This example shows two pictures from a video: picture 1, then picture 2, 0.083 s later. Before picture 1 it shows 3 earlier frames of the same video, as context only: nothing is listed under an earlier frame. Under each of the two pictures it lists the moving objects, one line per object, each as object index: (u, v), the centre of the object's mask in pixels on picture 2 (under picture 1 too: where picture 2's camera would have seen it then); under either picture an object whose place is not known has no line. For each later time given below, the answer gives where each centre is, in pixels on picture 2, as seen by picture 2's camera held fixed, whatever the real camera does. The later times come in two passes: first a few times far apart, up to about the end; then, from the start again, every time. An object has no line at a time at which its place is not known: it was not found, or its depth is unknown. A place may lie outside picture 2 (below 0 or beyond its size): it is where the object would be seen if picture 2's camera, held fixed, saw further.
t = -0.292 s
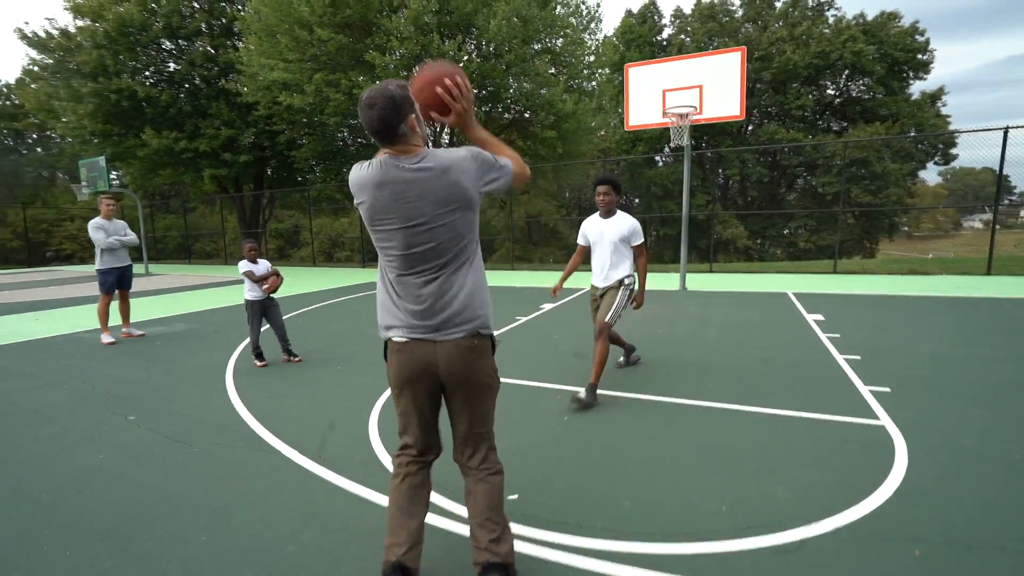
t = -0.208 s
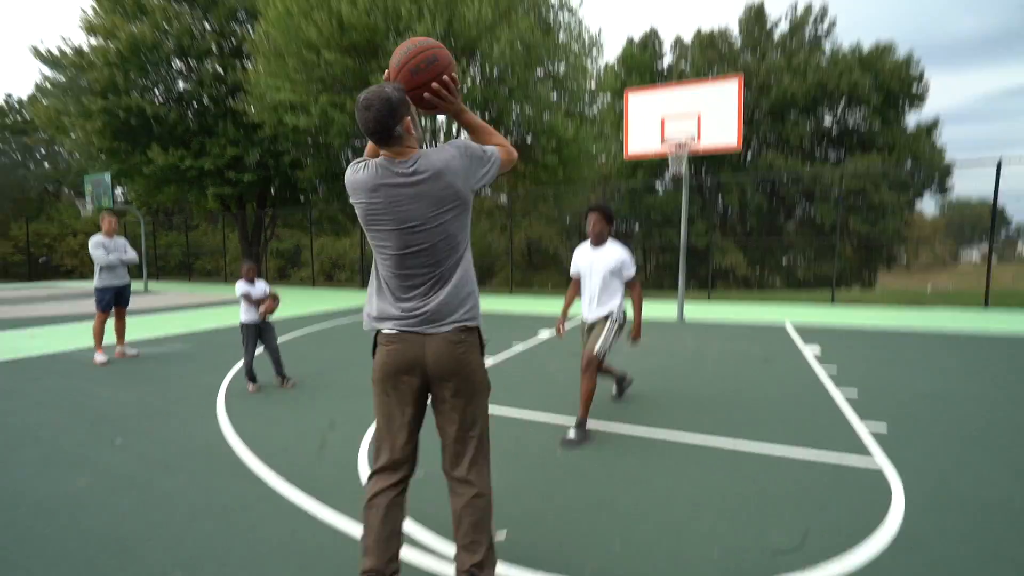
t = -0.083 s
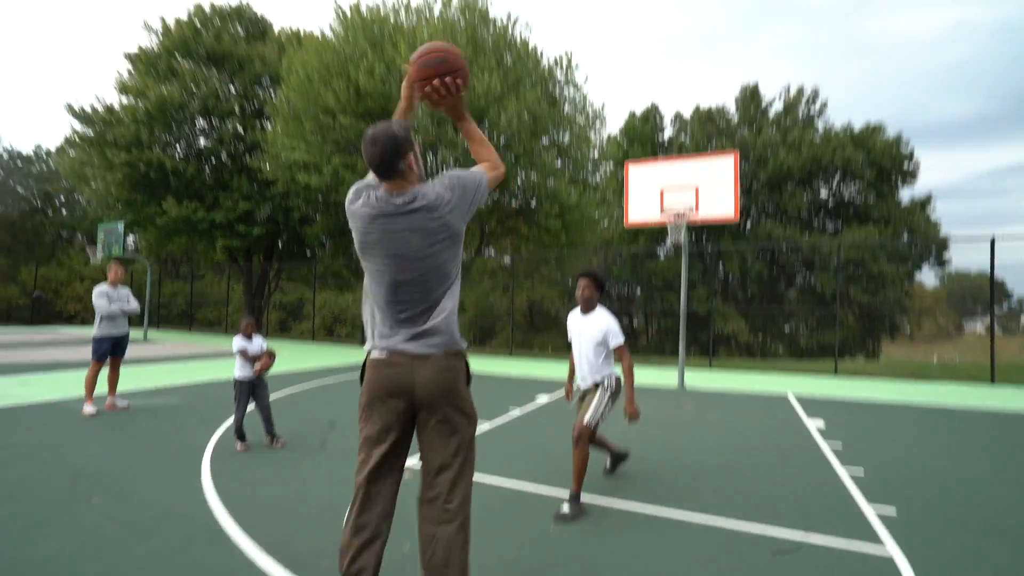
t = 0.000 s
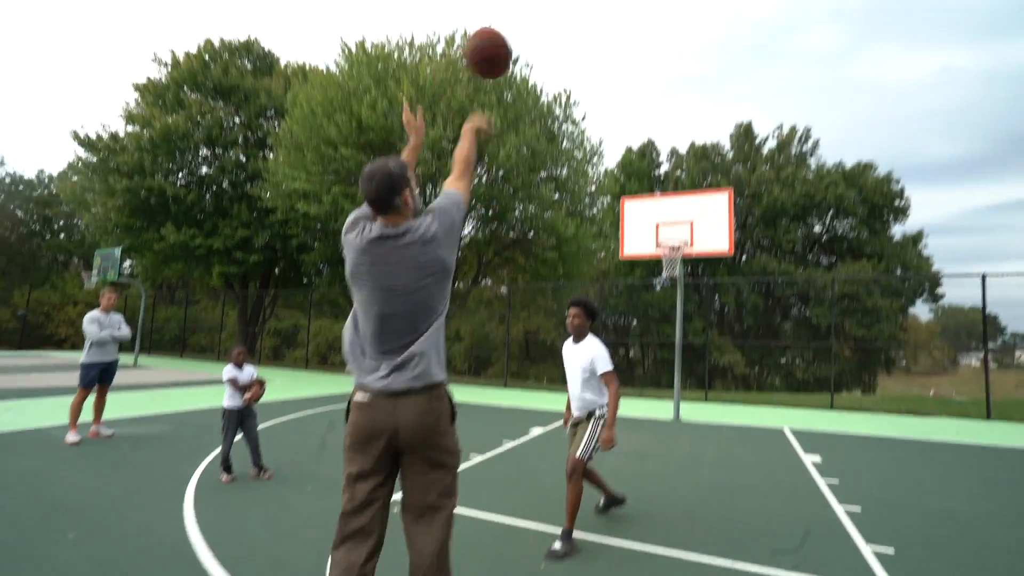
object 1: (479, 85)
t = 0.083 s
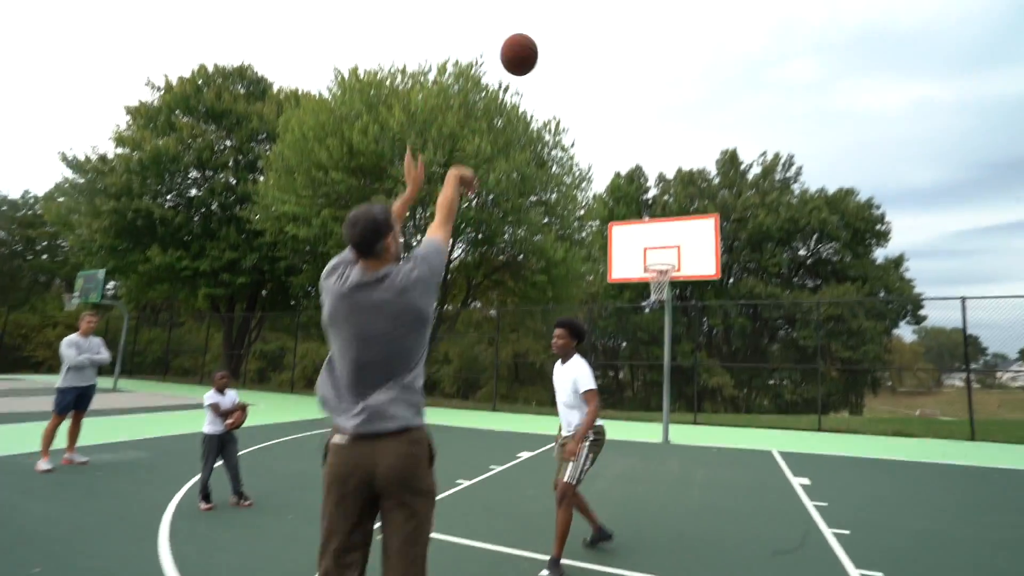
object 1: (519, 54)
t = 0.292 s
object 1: (578, 43)
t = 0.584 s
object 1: (619, 85)
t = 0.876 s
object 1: (646, 165)
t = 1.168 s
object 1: (664, 247)
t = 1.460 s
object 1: (693, 187)
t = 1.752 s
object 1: (735, 175)
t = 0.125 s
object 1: (535, 47)
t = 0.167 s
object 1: (547, 43)
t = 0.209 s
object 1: (559, 42)
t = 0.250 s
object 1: (569, 41)
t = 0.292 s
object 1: (578, 43)
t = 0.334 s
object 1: (586, 46)
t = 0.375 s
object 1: (593, 50)
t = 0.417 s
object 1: (599, 55)
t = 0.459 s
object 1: (605, 61)
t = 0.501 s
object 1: (611, 69)
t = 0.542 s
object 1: (615, 77)
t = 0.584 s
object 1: (619, 85)
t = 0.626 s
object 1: (624, 95)
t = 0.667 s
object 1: (628, 105)
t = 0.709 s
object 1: (632, 116)
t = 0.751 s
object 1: (636, 127)
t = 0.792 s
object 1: (639, 139)
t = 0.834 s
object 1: (642, 152)
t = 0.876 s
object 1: (646, 165)
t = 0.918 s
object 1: (648, 178)
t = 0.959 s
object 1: (651, 193)
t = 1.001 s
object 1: (653, 208)
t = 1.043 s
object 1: (657, 224)
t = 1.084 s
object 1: (658, 240)
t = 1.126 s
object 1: (661, 255)
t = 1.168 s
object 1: (664, 247)
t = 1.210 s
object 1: (668, 237)
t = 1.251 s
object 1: (671, 227)
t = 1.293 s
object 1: (676, 217)
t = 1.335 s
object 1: (680, 209)
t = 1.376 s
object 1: (683, 200)
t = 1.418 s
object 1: (688, 193)
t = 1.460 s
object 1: (693, 187)
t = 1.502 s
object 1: (697, 181)
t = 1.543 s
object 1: (703, 177)
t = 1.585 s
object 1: (709, 174)
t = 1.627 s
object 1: (716, 171)
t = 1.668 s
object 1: (721, 171)
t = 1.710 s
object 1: (729, 172)
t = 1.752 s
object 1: (735, 175)
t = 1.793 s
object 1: (742, 181)
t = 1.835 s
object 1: (750, 188)
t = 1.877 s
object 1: (759, 198)
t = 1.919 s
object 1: (770, 212)
